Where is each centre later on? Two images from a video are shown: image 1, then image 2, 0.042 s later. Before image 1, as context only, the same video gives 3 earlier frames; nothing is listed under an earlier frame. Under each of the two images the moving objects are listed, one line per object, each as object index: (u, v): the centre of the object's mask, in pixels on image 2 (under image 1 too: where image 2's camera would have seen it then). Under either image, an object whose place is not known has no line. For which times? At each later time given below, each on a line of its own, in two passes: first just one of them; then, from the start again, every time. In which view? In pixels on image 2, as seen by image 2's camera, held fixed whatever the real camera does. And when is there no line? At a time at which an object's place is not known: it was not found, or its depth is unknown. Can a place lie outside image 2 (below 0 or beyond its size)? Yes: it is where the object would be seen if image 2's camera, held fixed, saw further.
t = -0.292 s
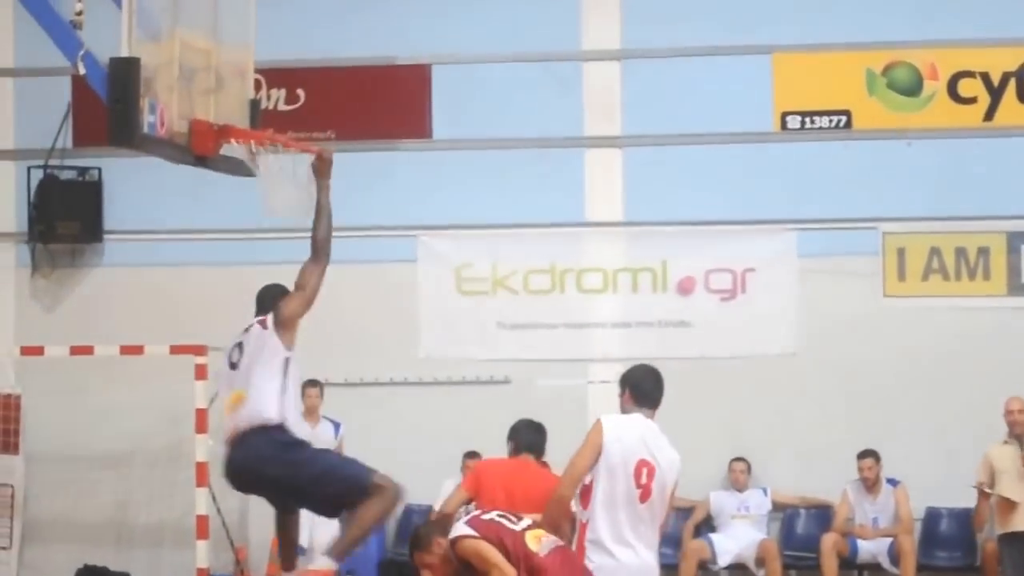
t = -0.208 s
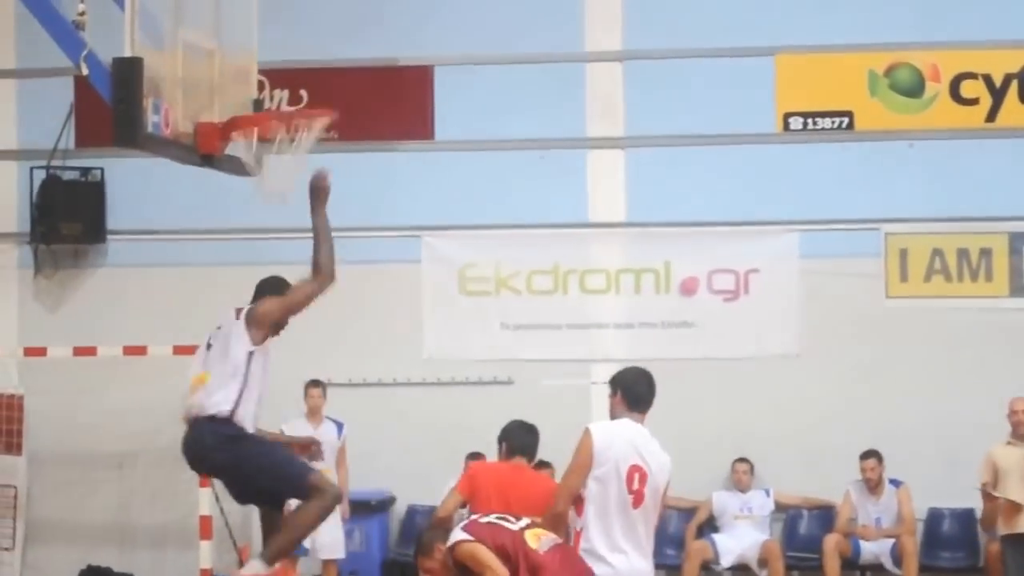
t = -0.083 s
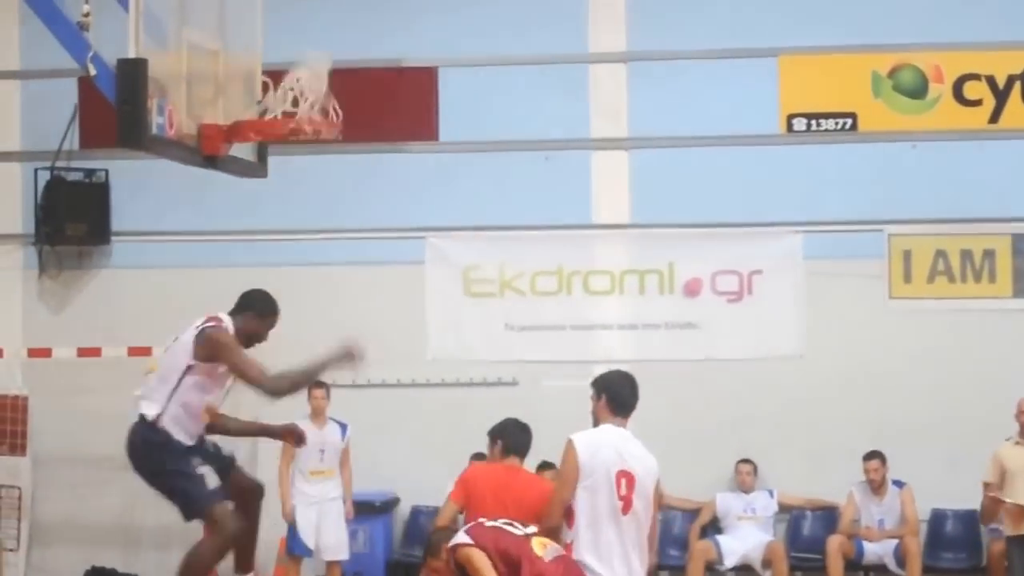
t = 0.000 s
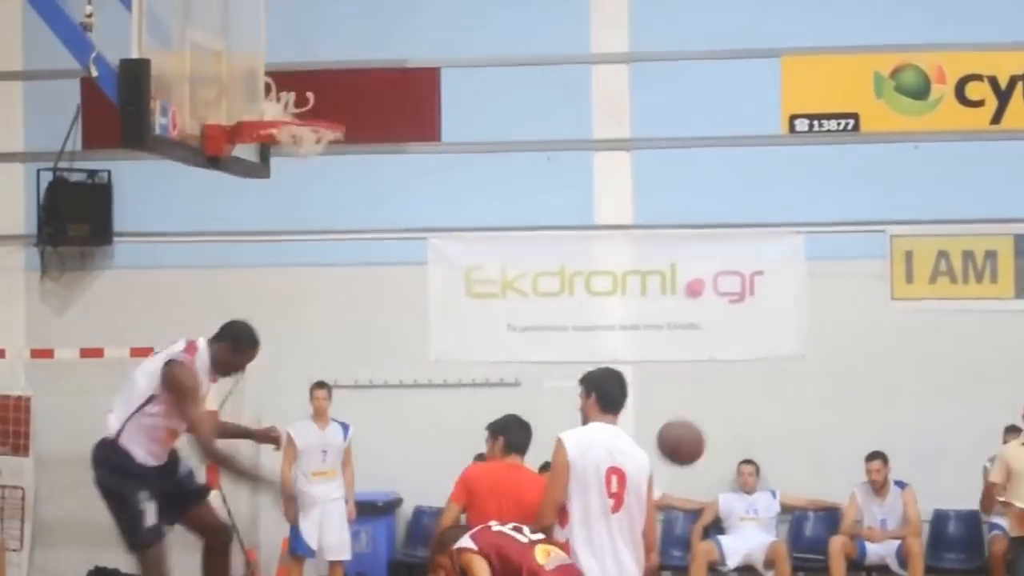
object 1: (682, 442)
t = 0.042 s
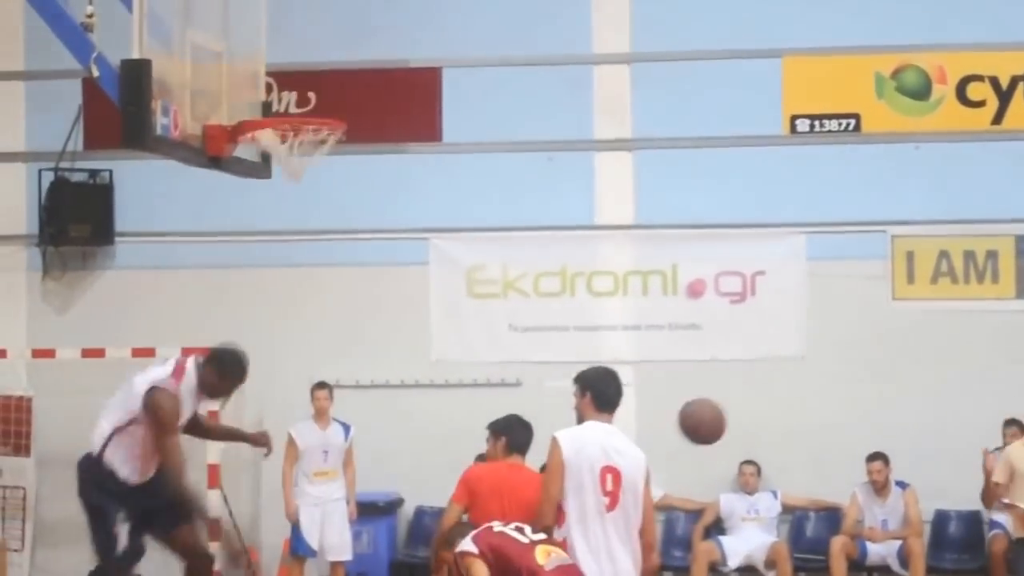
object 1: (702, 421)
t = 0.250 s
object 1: (802, 369)
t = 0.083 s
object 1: (722, 403)
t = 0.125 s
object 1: (743, 390)
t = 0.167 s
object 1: (762, 380)
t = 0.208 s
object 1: (782, 372)
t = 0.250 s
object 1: (802, 369)
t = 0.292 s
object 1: (822, 368)
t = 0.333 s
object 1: (842, 371)
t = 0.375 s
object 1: (863, 377)
